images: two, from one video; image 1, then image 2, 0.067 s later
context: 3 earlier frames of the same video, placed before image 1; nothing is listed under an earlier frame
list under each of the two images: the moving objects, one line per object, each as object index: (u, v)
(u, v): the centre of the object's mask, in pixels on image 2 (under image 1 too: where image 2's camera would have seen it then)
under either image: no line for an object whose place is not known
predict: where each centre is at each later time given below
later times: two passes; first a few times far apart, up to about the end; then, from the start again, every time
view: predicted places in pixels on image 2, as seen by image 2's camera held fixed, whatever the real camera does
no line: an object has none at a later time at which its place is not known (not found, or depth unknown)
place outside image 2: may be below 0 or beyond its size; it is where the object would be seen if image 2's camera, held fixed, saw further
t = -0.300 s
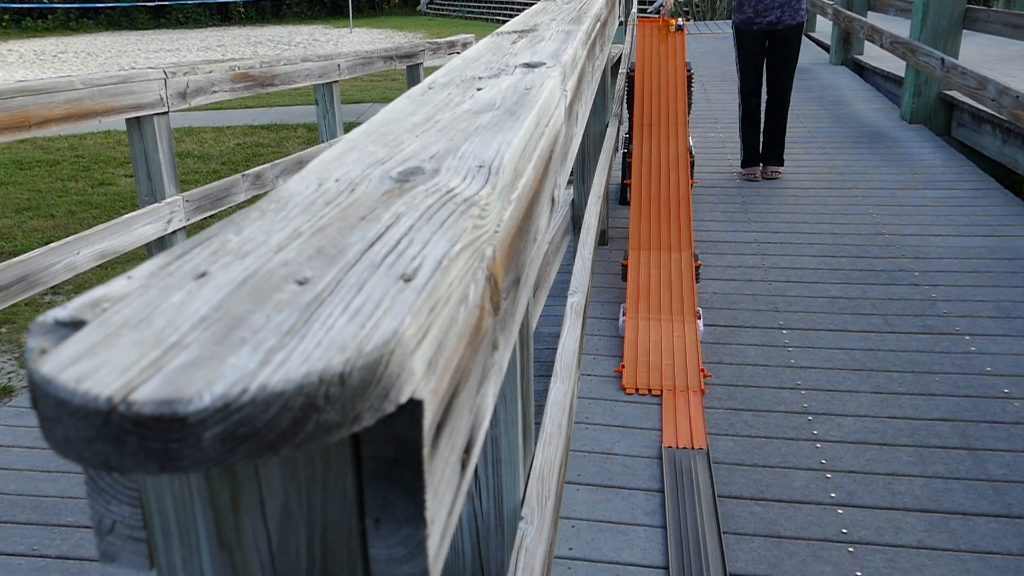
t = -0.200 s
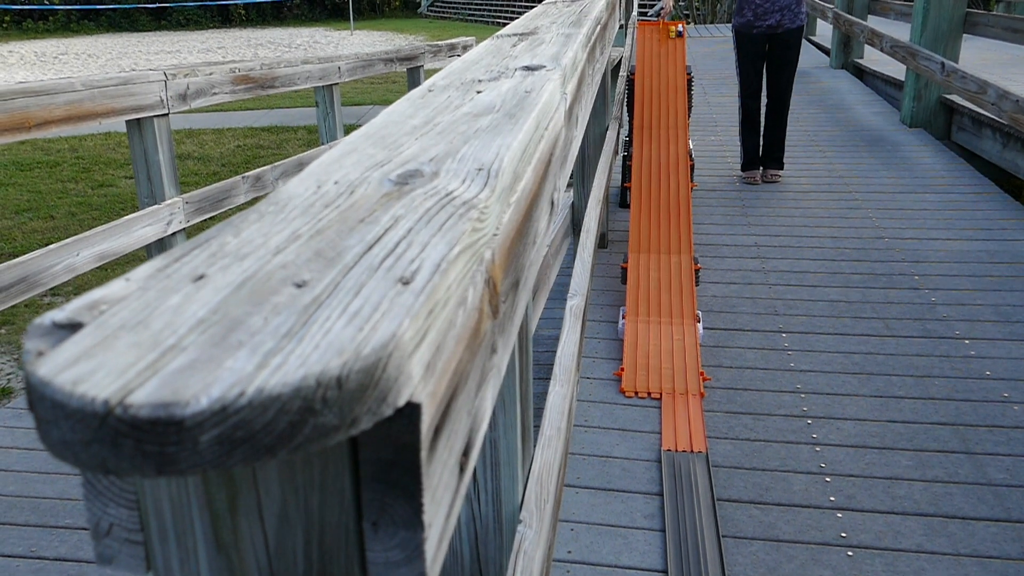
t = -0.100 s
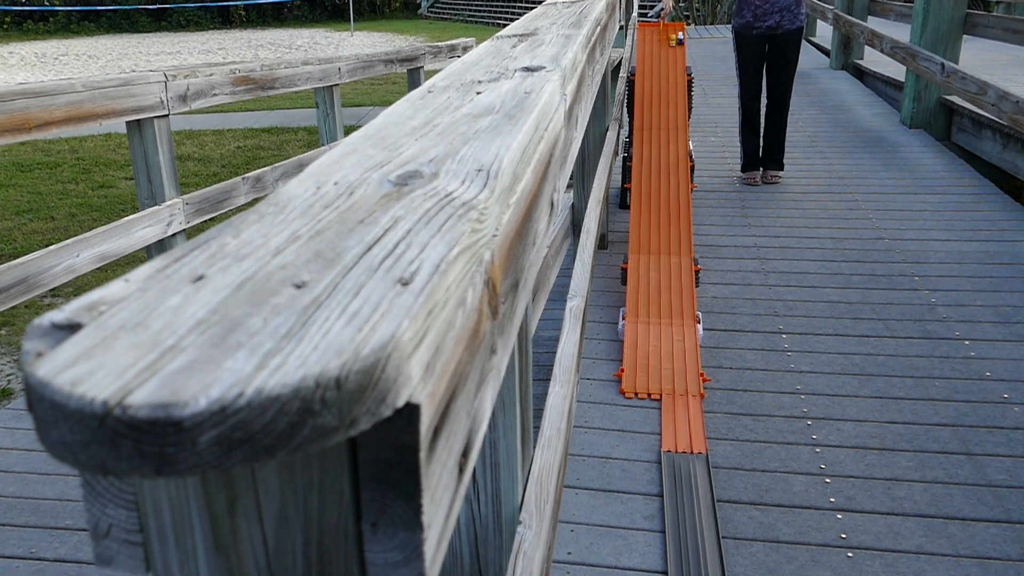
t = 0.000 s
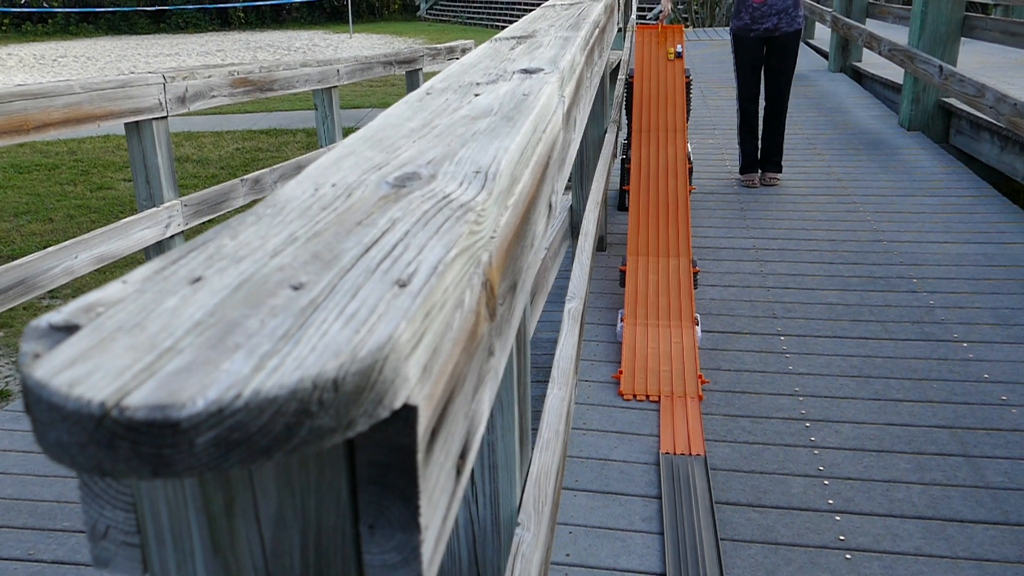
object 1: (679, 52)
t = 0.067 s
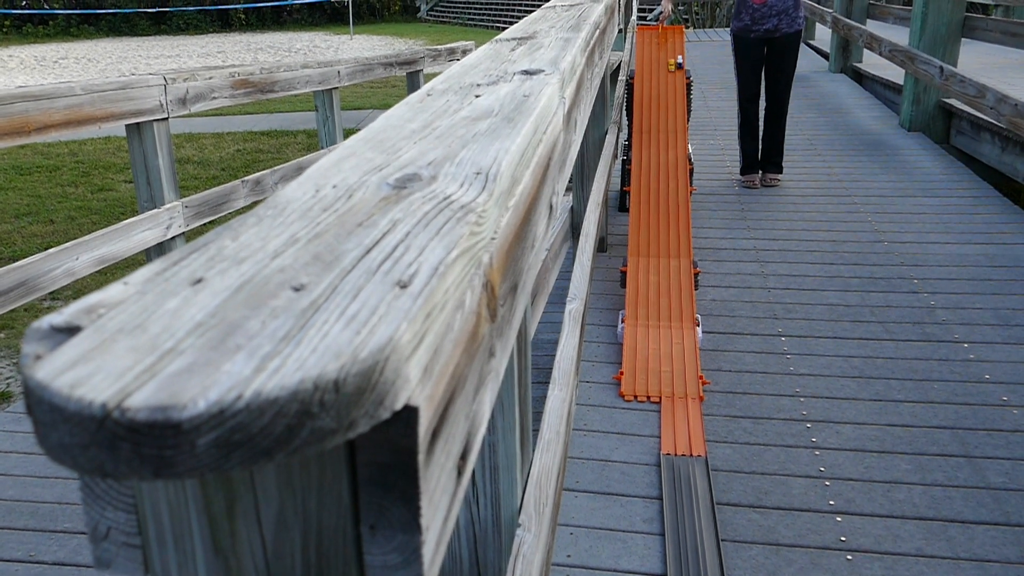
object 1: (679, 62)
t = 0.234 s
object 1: (680, 96)
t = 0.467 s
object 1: (682, 169)
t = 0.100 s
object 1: (680, 69)
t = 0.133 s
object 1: (680, 74)
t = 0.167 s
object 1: (680, 83)
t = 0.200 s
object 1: (680, 89)
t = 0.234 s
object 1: (680, 96)
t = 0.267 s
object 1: (681, 106)
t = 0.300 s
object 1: (681, 114)
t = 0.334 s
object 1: (681, 126)
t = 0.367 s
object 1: (681, 134)
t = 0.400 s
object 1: (682, 146)
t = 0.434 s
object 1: (682, 156)
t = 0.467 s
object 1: (682, 169)
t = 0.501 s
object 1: (683, 180)
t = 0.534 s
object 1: (684, 192)
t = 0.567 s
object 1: (684, 208)
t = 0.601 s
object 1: (684, 220)
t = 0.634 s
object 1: (685, 238)
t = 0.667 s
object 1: (685, 252)
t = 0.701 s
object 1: (687, 270)
